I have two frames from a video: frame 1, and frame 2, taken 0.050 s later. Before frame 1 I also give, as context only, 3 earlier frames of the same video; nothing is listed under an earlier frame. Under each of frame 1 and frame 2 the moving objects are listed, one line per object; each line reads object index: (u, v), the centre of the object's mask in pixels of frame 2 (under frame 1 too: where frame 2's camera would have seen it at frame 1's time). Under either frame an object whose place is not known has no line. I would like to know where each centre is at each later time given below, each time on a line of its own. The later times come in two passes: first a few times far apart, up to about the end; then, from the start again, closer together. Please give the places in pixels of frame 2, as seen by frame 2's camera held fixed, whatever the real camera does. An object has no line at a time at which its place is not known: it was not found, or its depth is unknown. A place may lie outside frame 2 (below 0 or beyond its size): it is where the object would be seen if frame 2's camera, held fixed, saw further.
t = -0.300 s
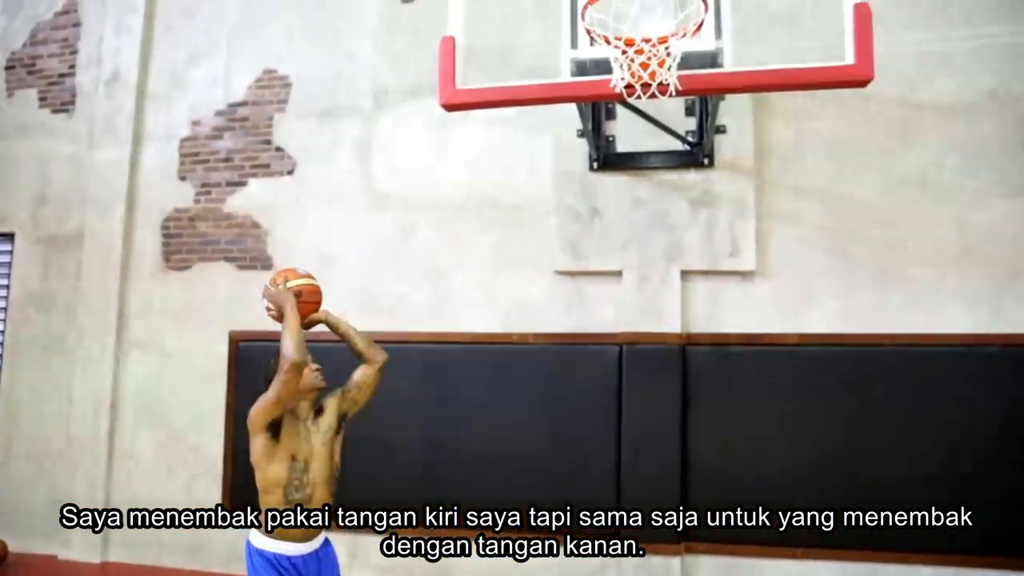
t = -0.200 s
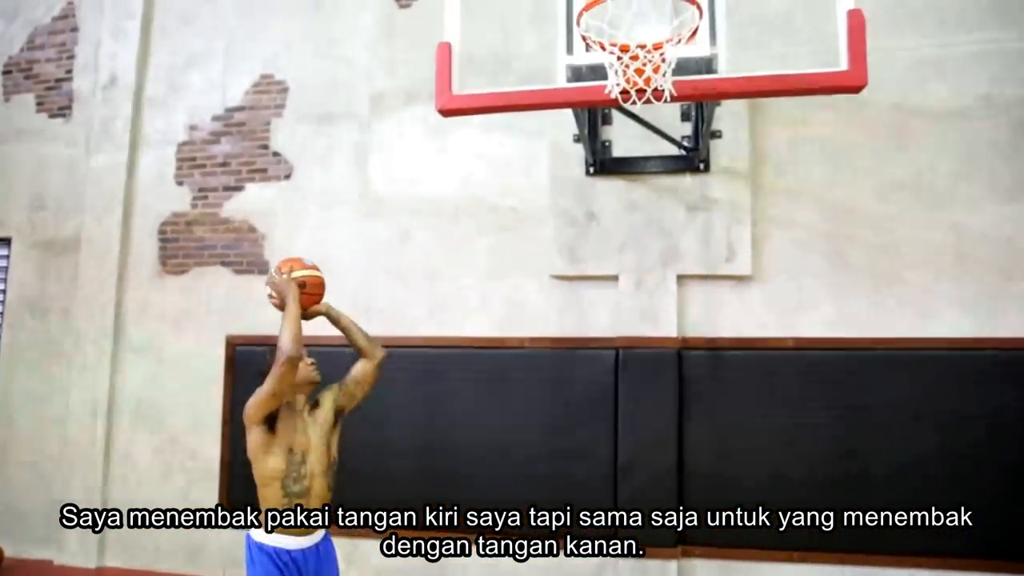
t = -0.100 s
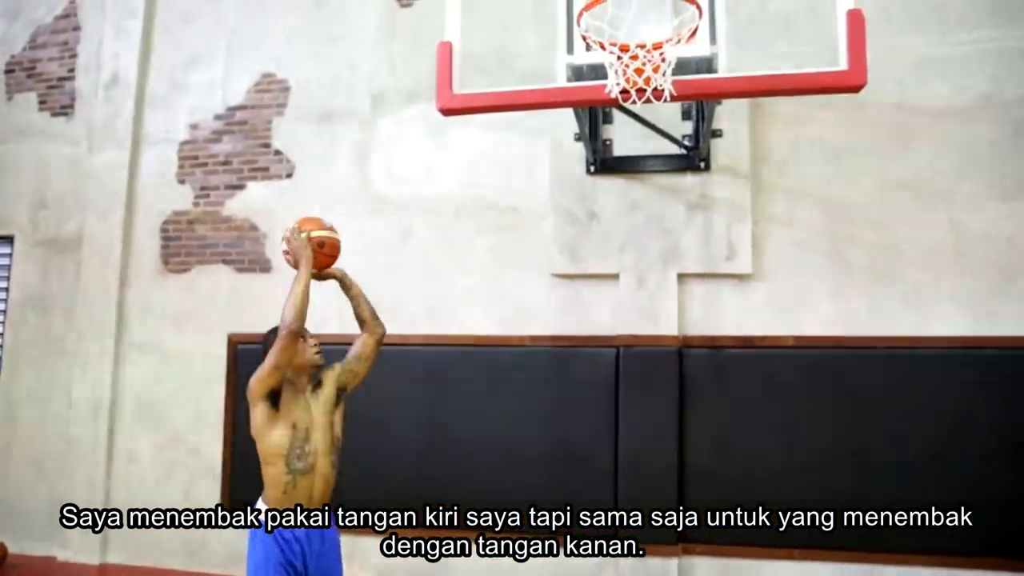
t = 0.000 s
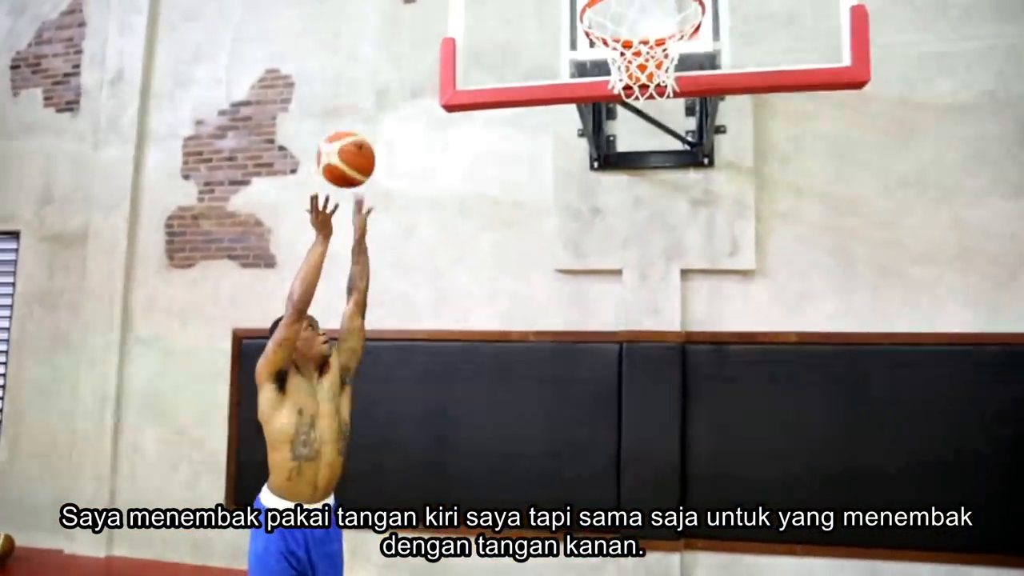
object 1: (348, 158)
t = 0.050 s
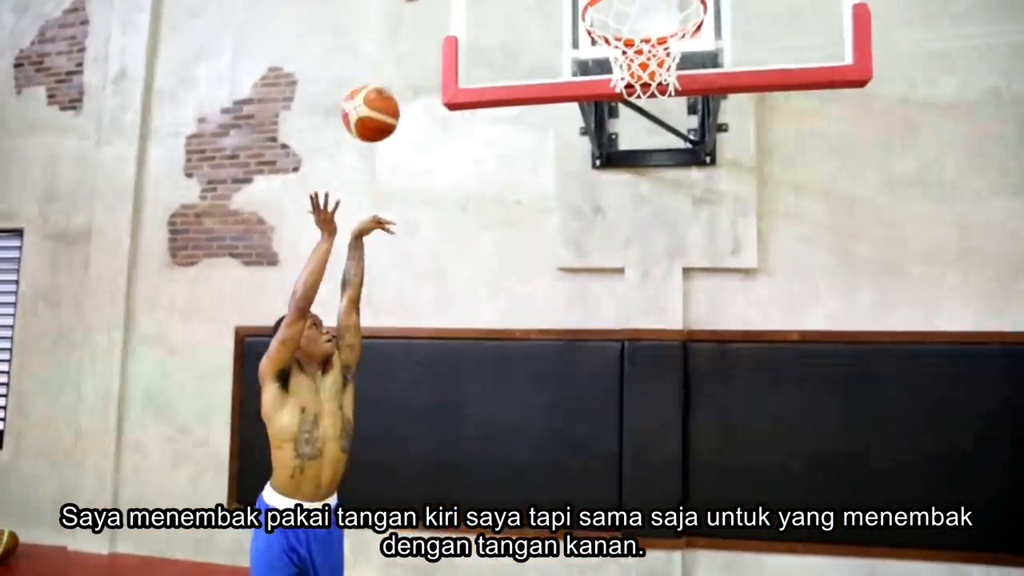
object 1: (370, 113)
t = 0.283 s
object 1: (473, 0)
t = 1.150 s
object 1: (682, 358)
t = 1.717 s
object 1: (589, 418)
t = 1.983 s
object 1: (513, 309)
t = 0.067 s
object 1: (377, 100)
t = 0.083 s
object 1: (385, 87)
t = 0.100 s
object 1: (392, 75)
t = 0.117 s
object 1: (400, 63)
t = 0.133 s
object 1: (407, 51)
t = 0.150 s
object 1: (414, 41)
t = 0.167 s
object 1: (421, 31)
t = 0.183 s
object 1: (428, 23)
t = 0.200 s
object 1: (435, 18)
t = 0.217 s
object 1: (443, 13)
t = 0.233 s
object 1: (451, 9)
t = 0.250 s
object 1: (458, 6)
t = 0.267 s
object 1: (465, 3)
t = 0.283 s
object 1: (473, 0)
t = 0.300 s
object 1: (480, -3)
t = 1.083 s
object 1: (681, 279)
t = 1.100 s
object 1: (681, 297)
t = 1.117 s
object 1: (682, 317)
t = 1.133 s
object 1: (682, 337)
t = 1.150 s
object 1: (682, 358)
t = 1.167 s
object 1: (682, 379)
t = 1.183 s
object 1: (682, 402)
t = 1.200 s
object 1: (683, 426)
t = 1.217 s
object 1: (683, 451)
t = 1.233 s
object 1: (683, 475)
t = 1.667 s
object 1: (604, 460)
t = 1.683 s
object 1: (600, 445)
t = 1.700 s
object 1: (594, 431)
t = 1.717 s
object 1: (589, 418)
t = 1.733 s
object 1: (584, 406)
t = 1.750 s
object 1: (579, 394)
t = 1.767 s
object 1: (574, 383)
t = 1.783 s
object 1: (569, 373)
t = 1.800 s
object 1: (564, 364)
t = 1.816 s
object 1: (559, 355)
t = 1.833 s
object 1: (555, 348)
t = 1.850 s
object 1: (550, 341)
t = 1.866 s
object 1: (545, 334)
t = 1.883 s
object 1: (540, 329)
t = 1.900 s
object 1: (535, 324)
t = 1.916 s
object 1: (531, 319)
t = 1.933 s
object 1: (526, 315)
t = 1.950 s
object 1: (521, 312)
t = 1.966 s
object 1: (517, 310)
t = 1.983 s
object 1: (513, 309)
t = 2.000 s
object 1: (508, 307)
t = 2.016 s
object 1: (504, 307)
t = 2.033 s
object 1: (499, 307)
